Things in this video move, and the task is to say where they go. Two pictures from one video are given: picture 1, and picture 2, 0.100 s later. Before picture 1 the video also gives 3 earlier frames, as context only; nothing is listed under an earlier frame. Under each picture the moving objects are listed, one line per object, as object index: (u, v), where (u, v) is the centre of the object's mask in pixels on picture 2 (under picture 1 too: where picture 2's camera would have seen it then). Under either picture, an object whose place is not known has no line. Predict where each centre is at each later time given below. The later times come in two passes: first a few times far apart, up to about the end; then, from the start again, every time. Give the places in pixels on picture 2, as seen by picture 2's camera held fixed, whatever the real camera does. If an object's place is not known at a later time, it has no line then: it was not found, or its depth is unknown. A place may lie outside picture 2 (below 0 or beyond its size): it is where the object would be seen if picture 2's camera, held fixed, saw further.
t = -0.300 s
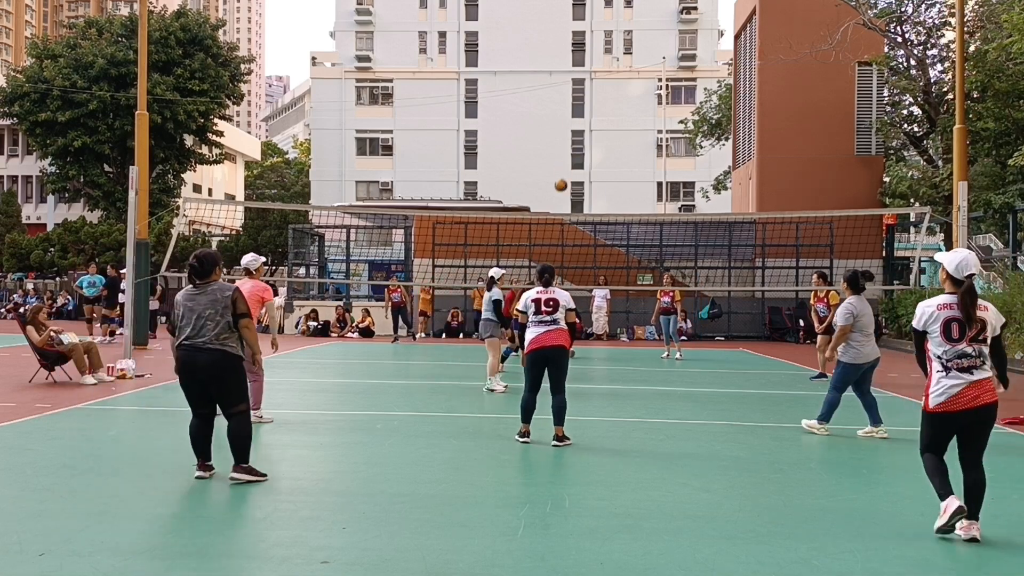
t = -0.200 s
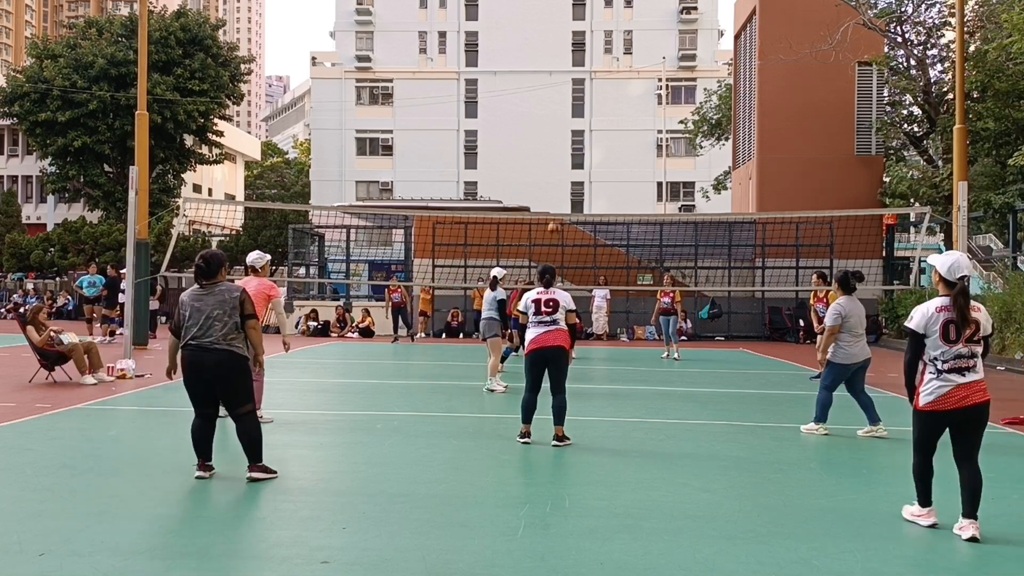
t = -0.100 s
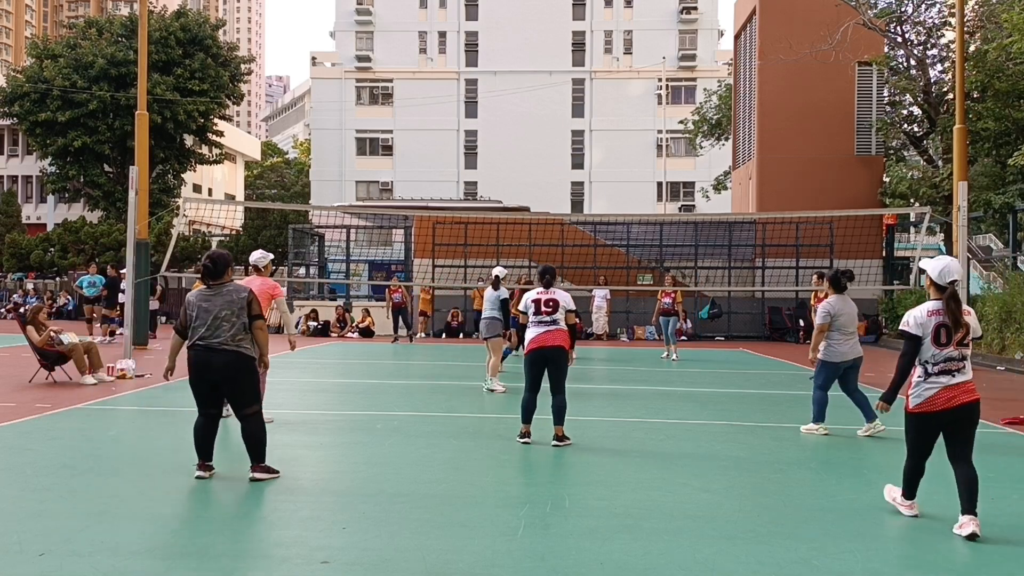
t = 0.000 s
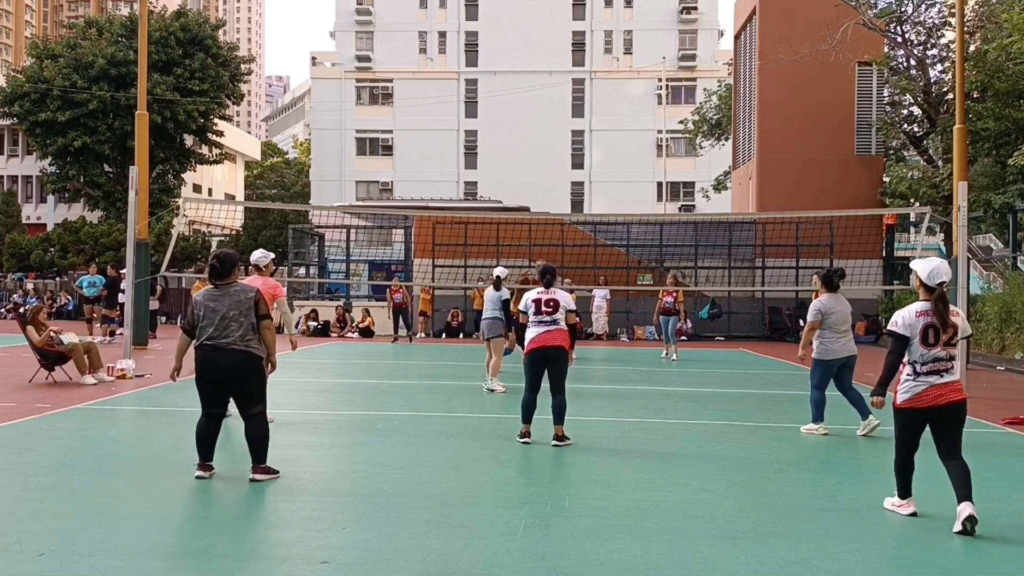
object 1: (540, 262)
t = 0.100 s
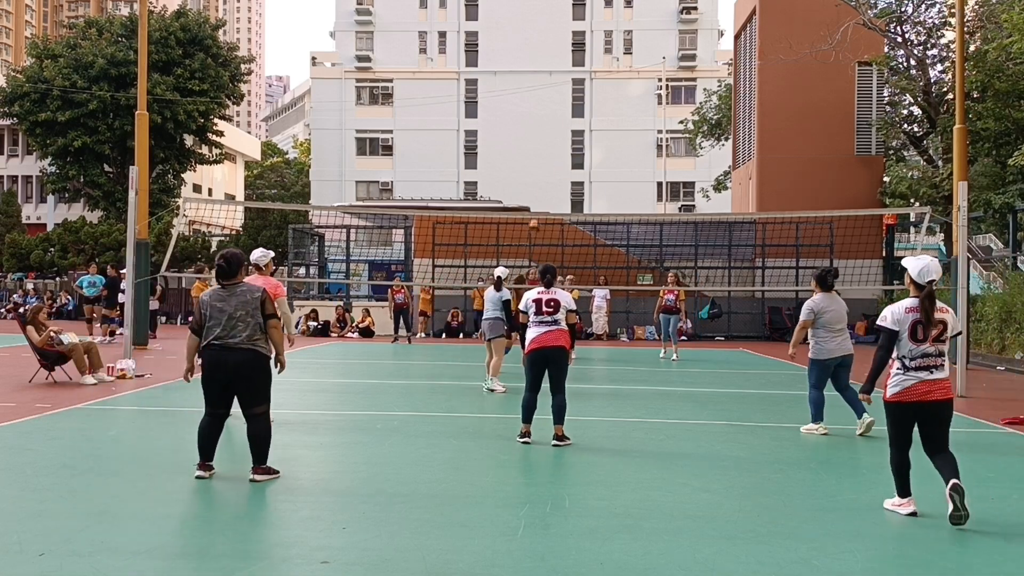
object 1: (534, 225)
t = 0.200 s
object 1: (527, 191)
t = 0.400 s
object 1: (509, 130)
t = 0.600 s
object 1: (486, 89)
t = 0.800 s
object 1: (456, 72)
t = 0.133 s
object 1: (531, 211)
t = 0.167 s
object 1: (530, 202)
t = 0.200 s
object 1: (527, 191)
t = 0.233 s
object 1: (524, 180)
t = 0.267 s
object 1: (522, 168)
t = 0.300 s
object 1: (518, 158)
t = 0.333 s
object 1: (515, 148)
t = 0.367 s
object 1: (512, 139)
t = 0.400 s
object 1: (509, 130)
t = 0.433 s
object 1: (505, 121)
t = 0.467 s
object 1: (502, 114)
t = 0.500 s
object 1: (498, 106)
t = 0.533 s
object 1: (494, 100)
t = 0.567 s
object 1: (490, 94)
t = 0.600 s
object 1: (486, 89)
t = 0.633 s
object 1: (481, 84)
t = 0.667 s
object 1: (477, 80)
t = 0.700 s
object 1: (472, 77)
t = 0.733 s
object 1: (467, 74)
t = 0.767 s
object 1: (461, 72)
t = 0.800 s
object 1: (456, 72)
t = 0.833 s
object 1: (451, 72)
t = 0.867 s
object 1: (445, 73)
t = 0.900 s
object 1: (439, 75)
